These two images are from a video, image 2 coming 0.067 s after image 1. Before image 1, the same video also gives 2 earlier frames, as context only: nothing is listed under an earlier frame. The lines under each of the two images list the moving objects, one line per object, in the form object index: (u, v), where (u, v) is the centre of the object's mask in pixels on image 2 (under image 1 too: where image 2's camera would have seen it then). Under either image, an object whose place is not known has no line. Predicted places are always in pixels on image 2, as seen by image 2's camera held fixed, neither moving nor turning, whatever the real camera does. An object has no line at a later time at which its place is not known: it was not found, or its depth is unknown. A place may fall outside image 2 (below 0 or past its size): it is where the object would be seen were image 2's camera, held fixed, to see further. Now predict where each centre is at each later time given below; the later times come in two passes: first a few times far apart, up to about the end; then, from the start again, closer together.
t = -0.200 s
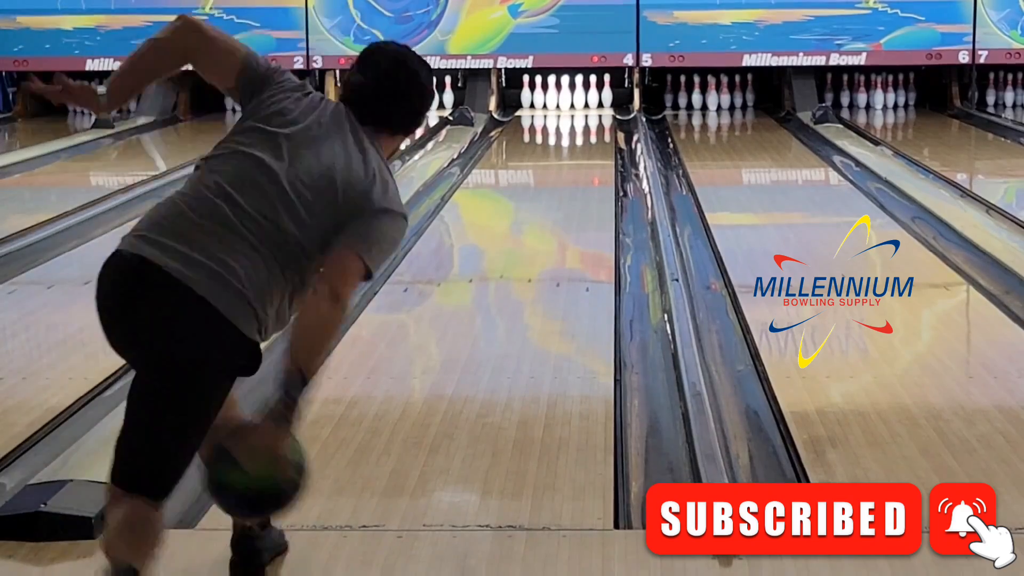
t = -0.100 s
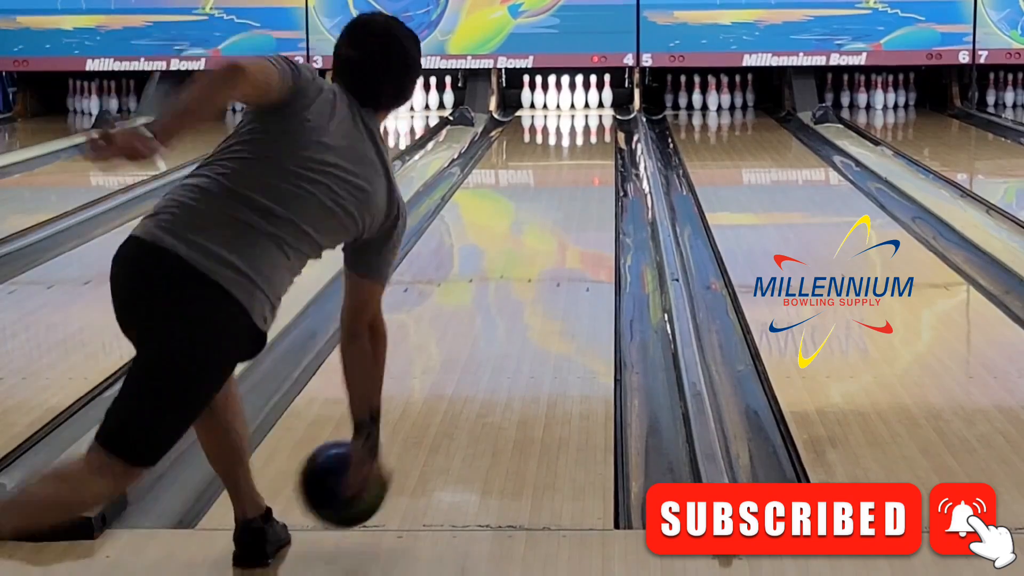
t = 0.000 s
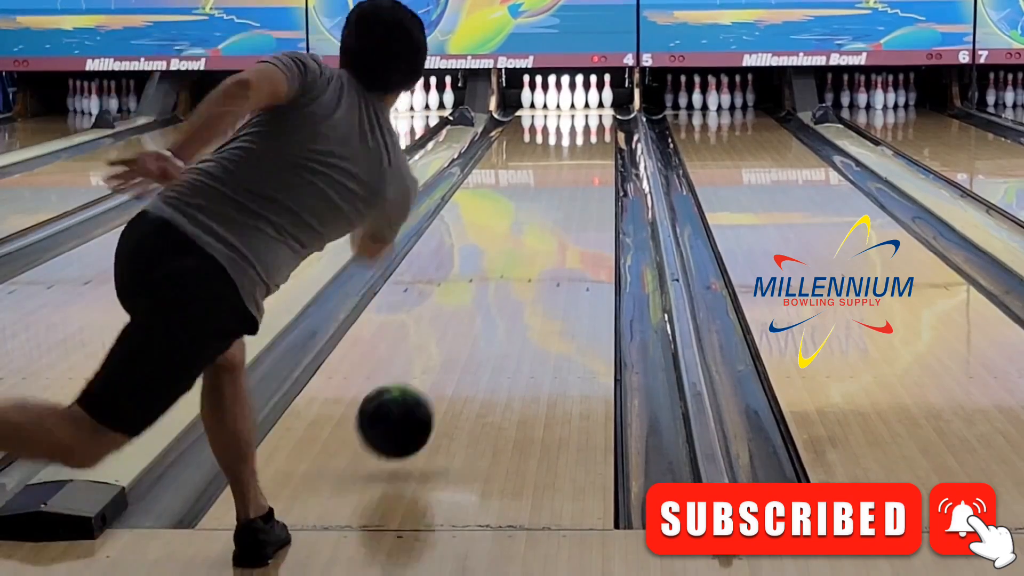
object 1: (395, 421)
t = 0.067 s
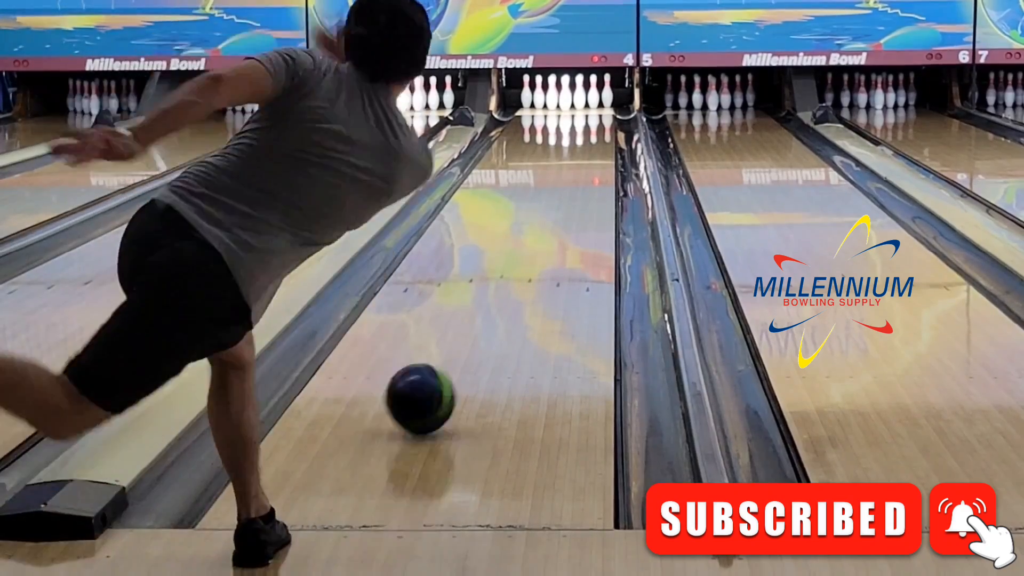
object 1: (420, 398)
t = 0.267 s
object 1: (476, 318)
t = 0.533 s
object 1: (518, 252)
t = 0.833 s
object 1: (551, 199)
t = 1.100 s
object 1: (568, 169)
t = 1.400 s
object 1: (579, 144)
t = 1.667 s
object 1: (585, 127)
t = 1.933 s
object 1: (584, 114)
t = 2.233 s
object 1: (575, 102)
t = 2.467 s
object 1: (584, 98)
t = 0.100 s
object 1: (432, 384)
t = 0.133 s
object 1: (442, 368)
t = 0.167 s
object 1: (451, 355)
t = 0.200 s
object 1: (460, 342)
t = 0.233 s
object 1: (468, 330)
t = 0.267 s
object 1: (476, 318)
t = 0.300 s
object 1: (483, 308)
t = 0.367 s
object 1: (495, 288)
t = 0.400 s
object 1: (501, 279)
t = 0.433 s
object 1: (506, 271)
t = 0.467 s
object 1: (511, 263)
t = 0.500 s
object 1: (516, 255)
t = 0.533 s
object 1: (518, 252)
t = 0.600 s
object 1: (528, 236)
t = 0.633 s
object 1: (532, 230)
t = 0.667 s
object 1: (535, 224)
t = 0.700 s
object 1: (539, 218)
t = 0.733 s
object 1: (542, 213)
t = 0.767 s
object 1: (545, 208)
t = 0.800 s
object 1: (548, 203)
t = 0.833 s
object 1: (551, 199)
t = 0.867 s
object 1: (553, 195)
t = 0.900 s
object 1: (556, 191)
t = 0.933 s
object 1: (558, 186)
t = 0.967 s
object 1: (560, 182)
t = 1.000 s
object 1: (562, 179)
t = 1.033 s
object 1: (564, 175)
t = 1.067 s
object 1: (566, 172)
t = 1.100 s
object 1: (568, 169)
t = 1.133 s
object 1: (569, 166)
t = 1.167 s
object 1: (571, 162)
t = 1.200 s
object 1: (573, 160)
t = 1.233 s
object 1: (574, 157)
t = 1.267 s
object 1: (575, 155)
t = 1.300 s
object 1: (576, 152)
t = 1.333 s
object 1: (578, 149)
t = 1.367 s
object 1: (578, 147)
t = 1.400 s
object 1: (579, 144)
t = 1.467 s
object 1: (581, 139)
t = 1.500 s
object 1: (582, 137)
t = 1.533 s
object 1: (582, 135)
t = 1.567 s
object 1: (583, 133)
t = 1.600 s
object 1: (584, 131)
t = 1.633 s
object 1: (584, 129)
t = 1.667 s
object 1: (585, 127)
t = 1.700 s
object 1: (585, 125)
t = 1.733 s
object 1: (585, 124)
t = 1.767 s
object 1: (585, 122)
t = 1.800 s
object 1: (585, 120)
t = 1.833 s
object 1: (585, 118)
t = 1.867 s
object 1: (584, 117)
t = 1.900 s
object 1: (584, 115)
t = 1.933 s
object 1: (584, 114)
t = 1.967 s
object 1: (582, 113)
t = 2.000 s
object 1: (582, 111)
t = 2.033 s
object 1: (581, 110)
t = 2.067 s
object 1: (580, 109)
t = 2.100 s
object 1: (579, 108)
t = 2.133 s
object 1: (579, 107)
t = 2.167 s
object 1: (578, 105)
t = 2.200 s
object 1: (577, 104)
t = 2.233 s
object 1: (575, 102)
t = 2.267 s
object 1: (577, 102)
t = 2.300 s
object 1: (577, 101)
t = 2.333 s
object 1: (579, 99)
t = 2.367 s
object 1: (579, 98)
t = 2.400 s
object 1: (578, 98)
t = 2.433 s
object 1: (582, 97)
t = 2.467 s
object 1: (584, 98)
